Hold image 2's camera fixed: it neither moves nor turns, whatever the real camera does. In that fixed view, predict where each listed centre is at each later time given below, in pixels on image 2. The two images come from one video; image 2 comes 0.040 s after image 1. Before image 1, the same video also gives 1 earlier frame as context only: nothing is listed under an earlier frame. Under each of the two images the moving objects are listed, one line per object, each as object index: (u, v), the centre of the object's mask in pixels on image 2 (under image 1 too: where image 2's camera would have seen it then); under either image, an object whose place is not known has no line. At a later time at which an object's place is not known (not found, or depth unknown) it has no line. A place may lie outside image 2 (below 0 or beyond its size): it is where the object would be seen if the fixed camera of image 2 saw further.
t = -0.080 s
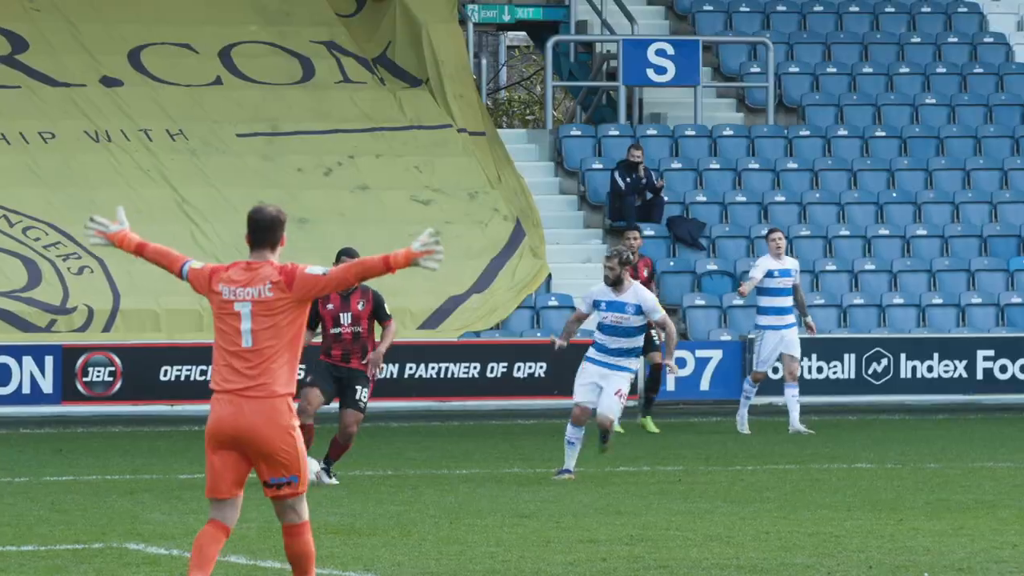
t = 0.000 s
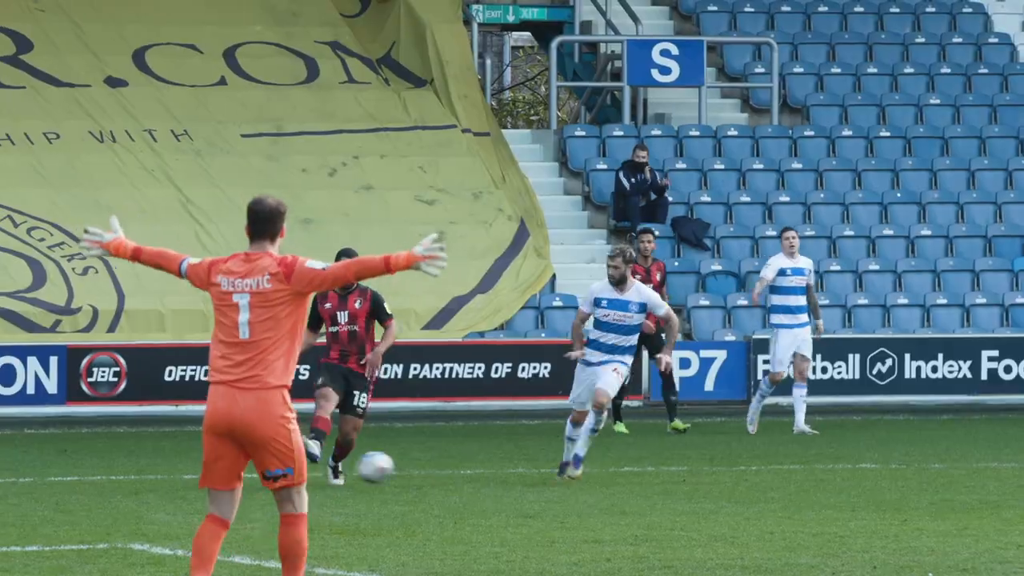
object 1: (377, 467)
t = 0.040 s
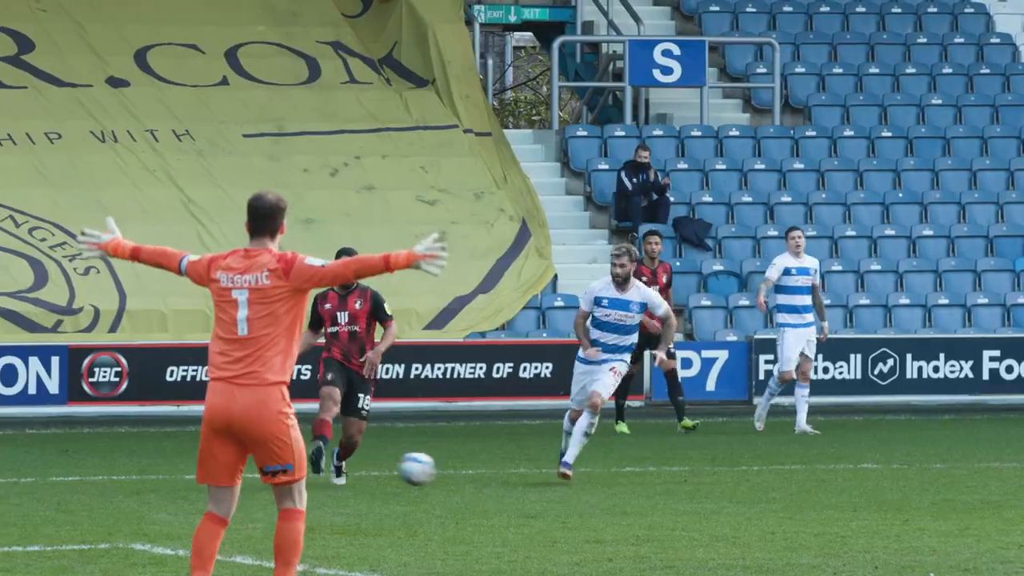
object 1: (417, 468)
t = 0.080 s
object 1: (459, 472)
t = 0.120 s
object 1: (503, 479)
